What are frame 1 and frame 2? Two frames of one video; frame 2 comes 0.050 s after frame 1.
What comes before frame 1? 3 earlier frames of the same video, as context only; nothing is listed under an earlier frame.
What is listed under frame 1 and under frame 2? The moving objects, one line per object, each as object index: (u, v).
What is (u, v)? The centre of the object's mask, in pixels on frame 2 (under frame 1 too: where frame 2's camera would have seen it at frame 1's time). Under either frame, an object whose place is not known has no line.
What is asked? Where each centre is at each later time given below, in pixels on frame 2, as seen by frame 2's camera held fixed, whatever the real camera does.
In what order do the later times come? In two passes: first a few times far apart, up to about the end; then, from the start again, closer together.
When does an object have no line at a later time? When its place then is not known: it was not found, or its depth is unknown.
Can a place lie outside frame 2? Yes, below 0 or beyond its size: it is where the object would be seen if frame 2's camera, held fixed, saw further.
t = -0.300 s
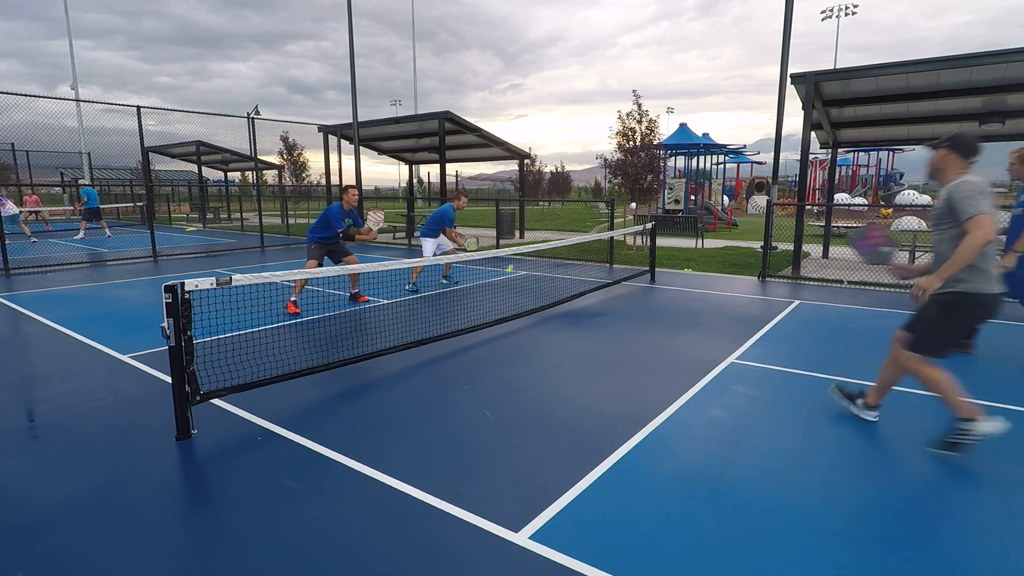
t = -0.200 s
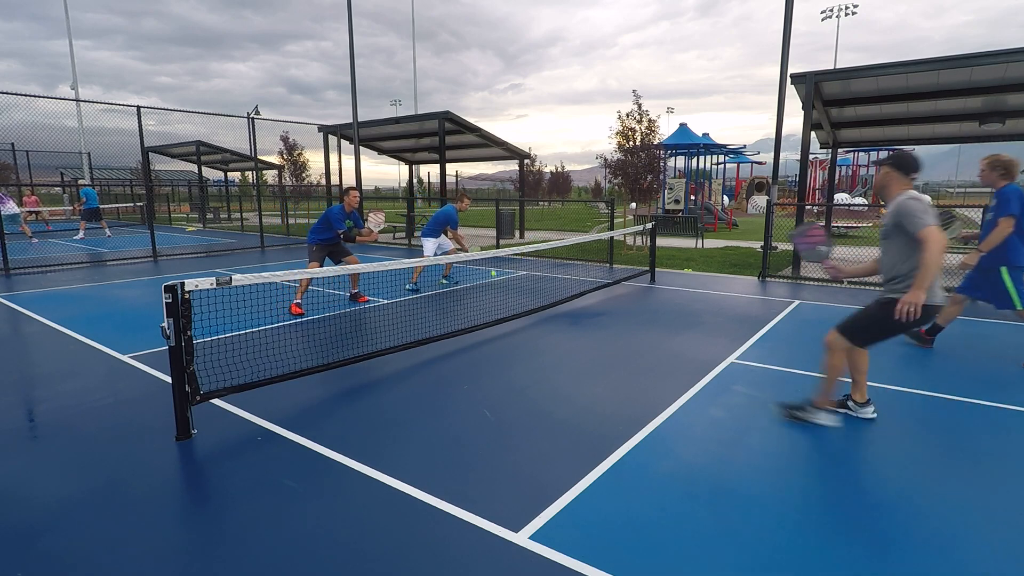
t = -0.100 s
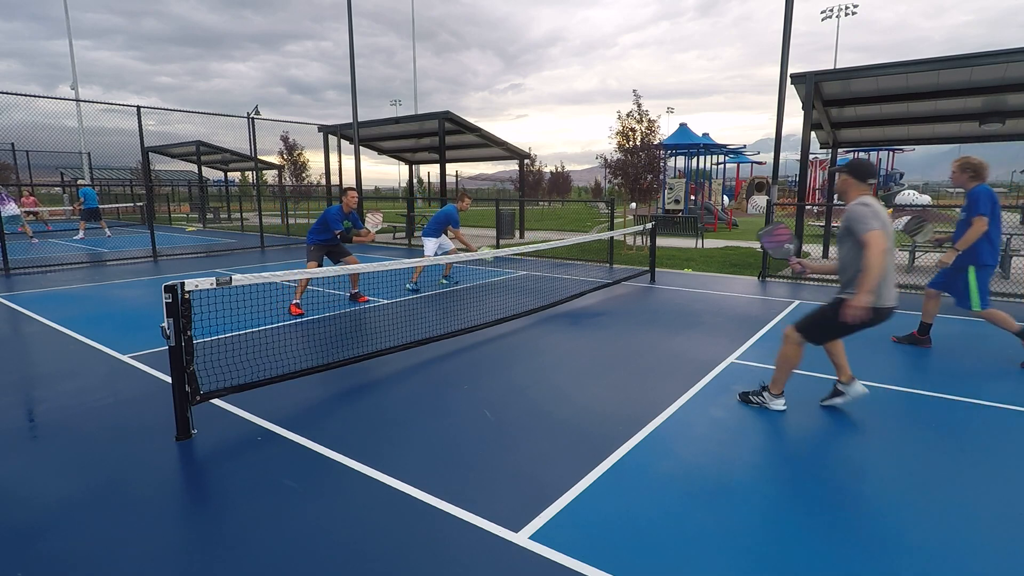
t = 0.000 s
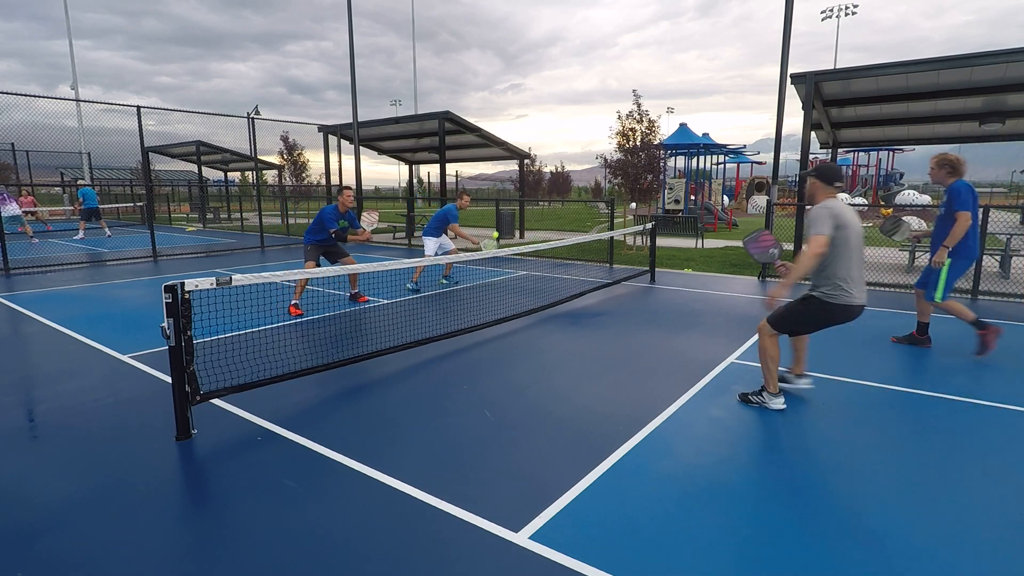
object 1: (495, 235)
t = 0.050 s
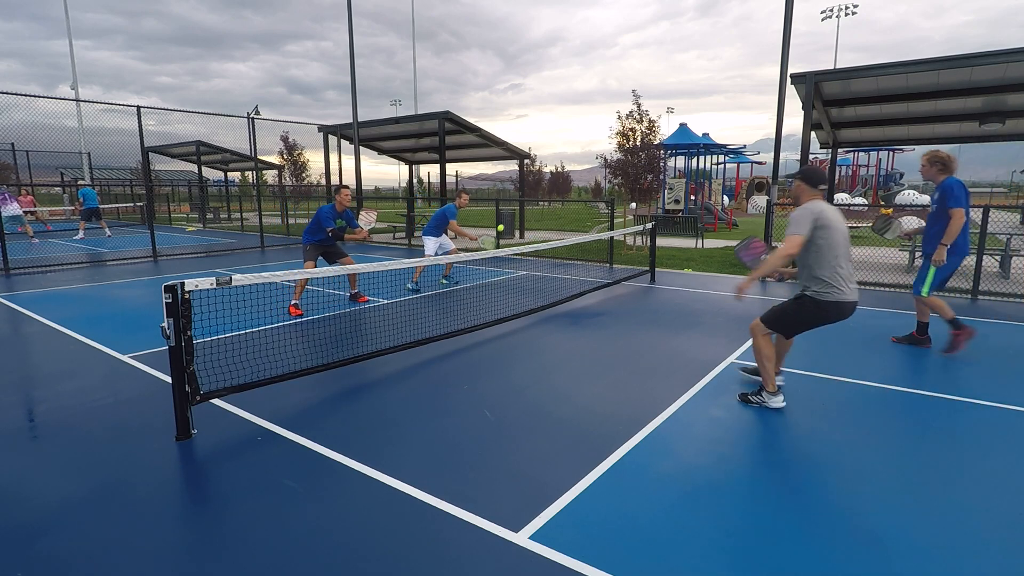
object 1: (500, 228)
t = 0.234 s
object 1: (522, 214)
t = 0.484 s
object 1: (560, 243)
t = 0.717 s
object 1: (608, 362)
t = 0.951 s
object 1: (644, 385)
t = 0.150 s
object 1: (512, 218)
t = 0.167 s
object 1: (514, 216)
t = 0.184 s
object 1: (516, 216)
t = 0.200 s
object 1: (518, 215)
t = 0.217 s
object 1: (520, 214)
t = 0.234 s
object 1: (522, 214)
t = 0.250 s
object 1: (524, 214)
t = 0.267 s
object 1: (526, 214)
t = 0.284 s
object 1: (529, 214)
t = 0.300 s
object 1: (531, 215)
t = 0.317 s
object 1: (533, 216)
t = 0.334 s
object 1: (536, 217)
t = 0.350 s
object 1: (538, 219)
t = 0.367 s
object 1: (541, 220)
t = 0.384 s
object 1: (543, 222)
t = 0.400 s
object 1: (546, 225)
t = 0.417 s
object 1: (548, 227)
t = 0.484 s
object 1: (560, 243)
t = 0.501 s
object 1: (563, 248)
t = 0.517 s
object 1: (566, 253)
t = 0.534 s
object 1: (568, 258)
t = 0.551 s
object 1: (572, 265)
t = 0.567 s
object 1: (575, 271)
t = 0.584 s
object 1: (578, 279)
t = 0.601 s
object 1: (582, 287)
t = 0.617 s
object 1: (585, 296)
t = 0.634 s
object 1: (589, 305)
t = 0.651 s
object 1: (592, 315)
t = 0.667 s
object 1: (596, 326)
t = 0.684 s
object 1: (600, 337)
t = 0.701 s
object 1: (604, 349)
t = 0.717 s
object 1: (608, 362)
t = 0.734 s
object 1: (612, 376)
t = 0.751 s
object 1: (617, 390)
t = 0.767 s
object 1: (621, 406)
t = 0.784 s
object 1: (625, 419)
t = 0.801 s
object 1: (627, 418)
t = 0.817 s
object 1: (629, 413)
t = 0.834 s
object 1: (631, 408)
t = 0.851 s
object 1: (633, 403)
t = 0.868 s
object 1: (635, 399)
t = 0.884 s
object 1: (637, 396)
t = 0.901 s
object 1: (638, 392)
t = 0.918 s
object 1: (640, 390)
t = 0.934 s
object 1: (642, 387)
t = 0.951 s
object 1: (644, 385)
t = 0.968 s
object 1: (646, 384)
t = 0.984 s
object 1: (647, 383)
